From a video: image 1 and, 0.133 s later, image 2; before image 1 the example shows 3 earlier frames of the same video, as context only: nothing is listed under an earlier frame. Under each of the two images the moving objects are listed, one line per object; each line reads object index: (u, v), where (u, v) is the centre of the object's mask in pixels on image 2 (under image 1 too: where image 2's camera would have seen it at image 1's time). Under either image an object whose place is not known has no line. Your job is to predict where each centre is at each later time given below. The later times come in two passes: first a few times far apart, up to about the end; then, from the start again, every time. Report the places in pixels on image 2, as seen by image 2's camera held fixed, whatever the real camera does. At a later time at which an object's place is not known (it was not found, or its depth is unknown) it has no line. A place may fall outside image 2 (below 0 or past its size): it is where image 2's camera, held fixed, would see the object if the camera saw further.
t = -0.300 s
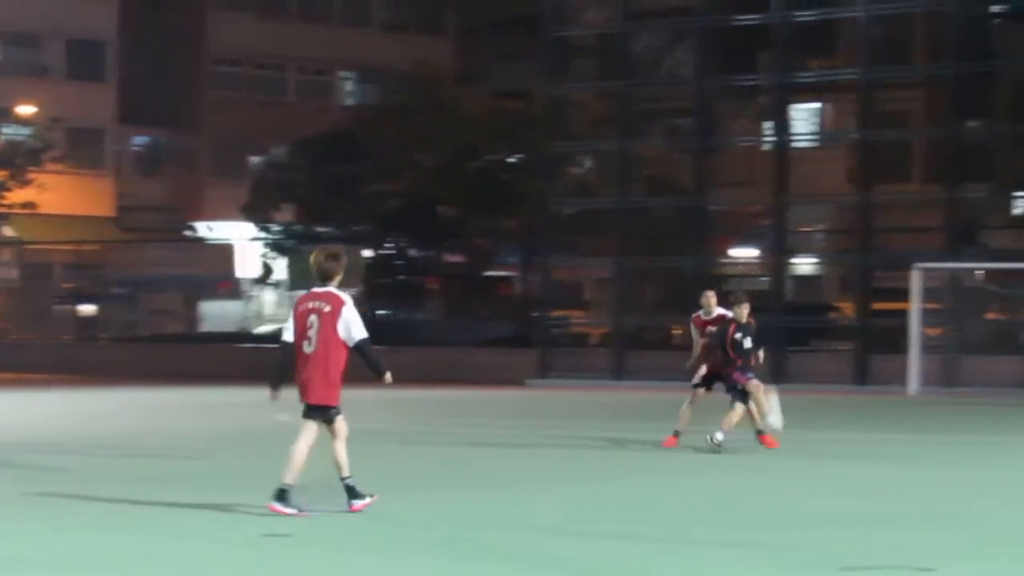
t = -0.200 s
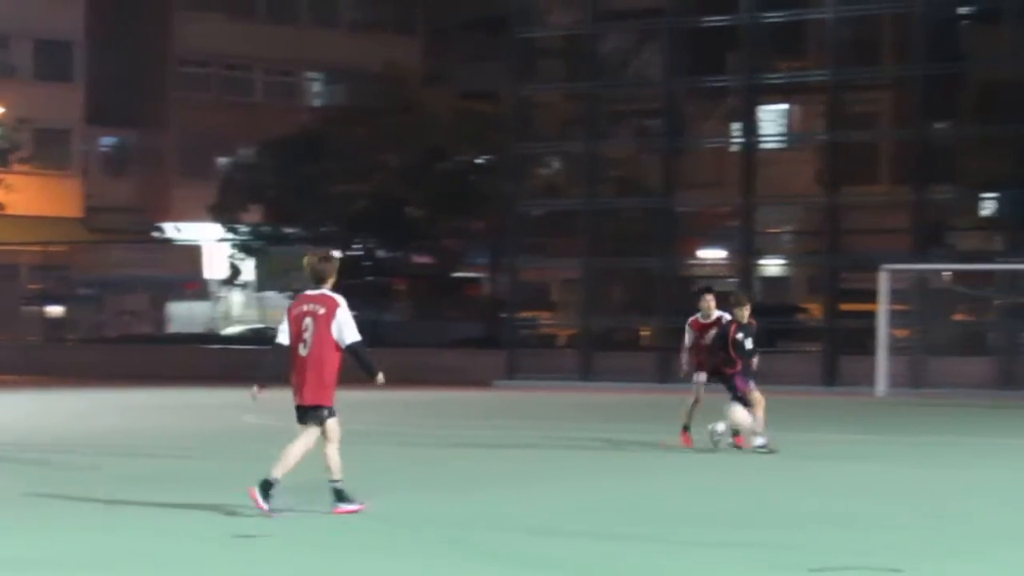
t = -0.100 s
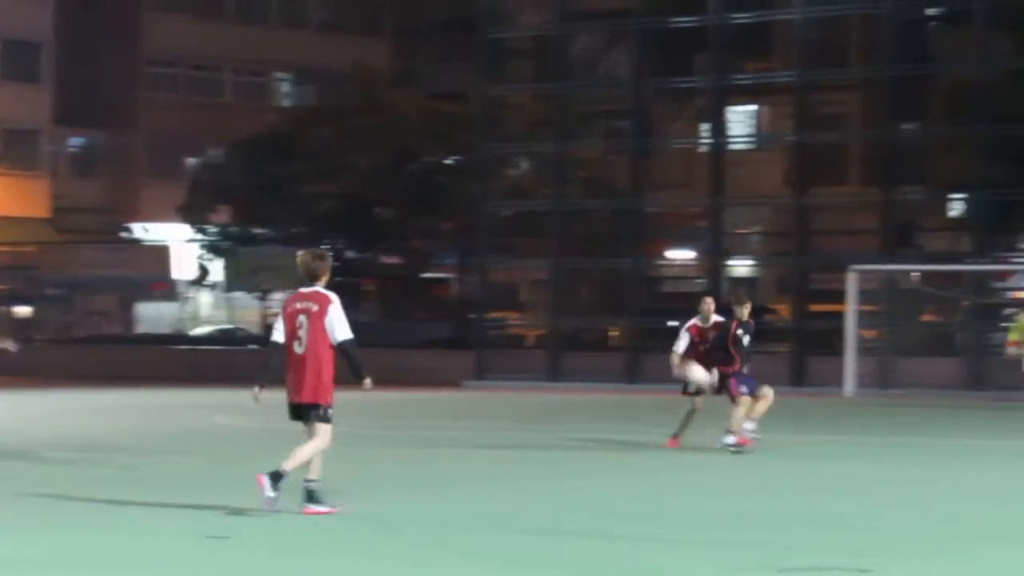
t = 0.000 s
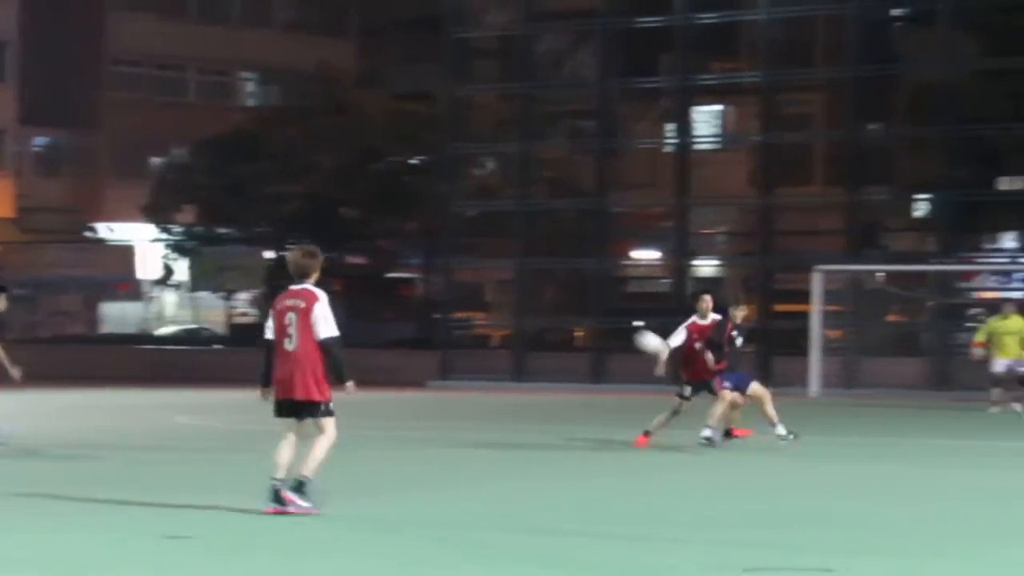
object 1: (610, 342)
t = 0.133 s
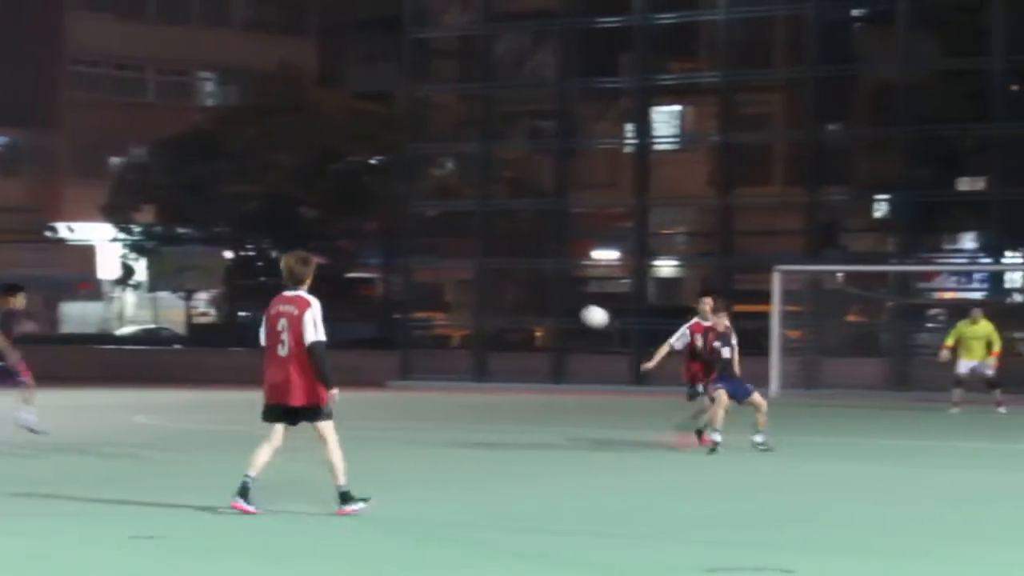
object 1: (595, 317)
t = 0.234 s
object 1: (583, 308)
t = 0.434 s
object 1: (560, 323)
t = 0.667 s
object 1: (534, 389)
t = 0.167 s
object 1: (591, 313)
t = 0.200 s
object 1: (587, 310)
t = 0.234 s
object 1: (583, 308)
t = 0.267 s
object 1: (579, 308)
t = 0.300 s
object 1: (575, 308)
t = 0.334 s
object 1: (571, 311)
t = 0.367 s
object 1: (568, 313)
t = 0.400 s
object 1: (564, 317)
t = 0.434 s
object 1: (560, 323)
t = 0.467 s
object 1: (557, 329)
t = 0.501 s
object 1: (554, 337)
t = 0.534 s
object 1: (550, 345)
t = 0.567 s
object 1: (547, 355)
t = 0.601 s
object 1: (543, 365)
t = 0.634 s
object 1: (539, 377)
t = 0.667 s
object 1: (534, 389)
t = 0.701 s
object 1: (532, 404)
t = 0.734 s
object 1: (529, 419)
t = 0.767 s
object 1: (524, 434)
